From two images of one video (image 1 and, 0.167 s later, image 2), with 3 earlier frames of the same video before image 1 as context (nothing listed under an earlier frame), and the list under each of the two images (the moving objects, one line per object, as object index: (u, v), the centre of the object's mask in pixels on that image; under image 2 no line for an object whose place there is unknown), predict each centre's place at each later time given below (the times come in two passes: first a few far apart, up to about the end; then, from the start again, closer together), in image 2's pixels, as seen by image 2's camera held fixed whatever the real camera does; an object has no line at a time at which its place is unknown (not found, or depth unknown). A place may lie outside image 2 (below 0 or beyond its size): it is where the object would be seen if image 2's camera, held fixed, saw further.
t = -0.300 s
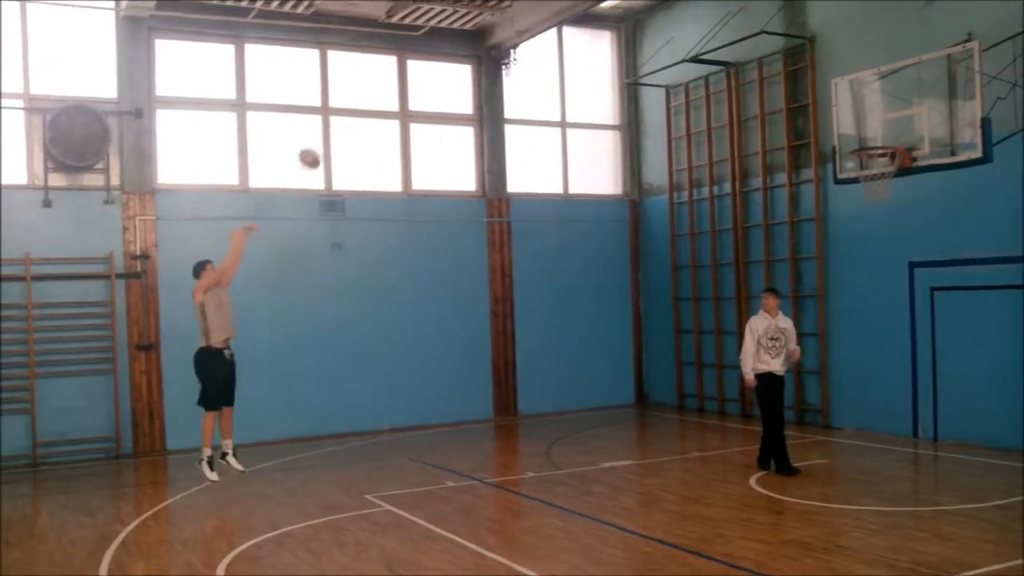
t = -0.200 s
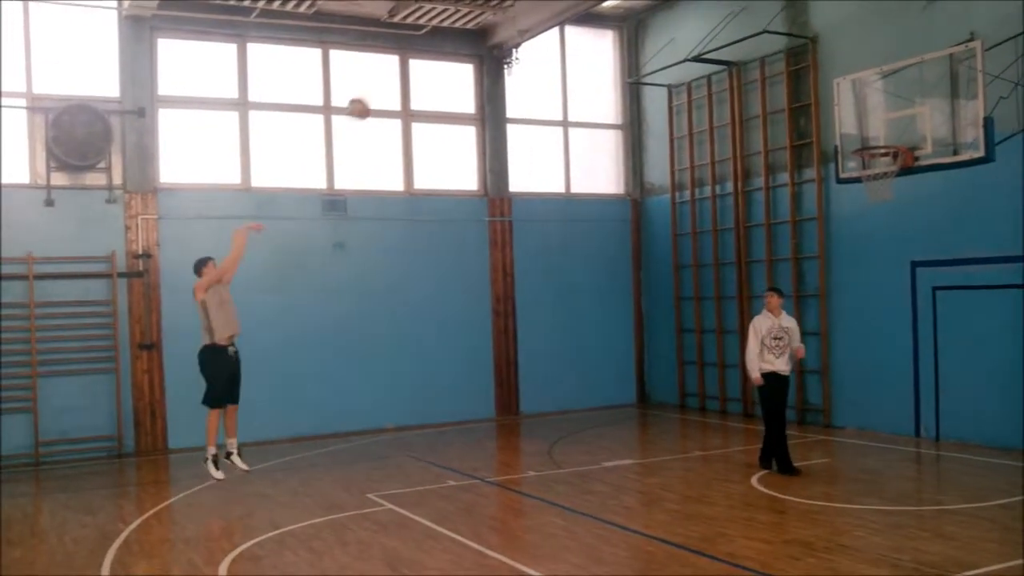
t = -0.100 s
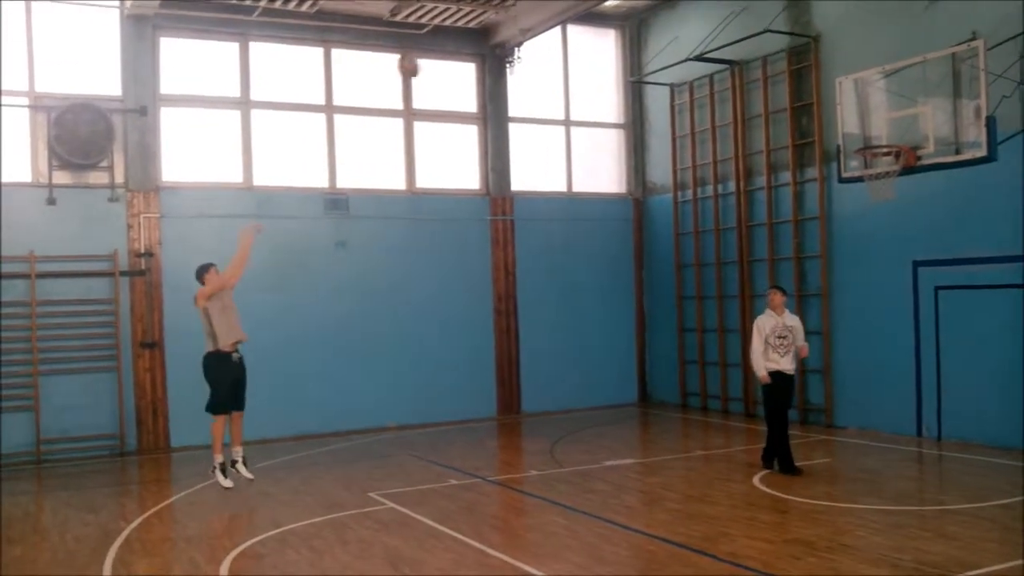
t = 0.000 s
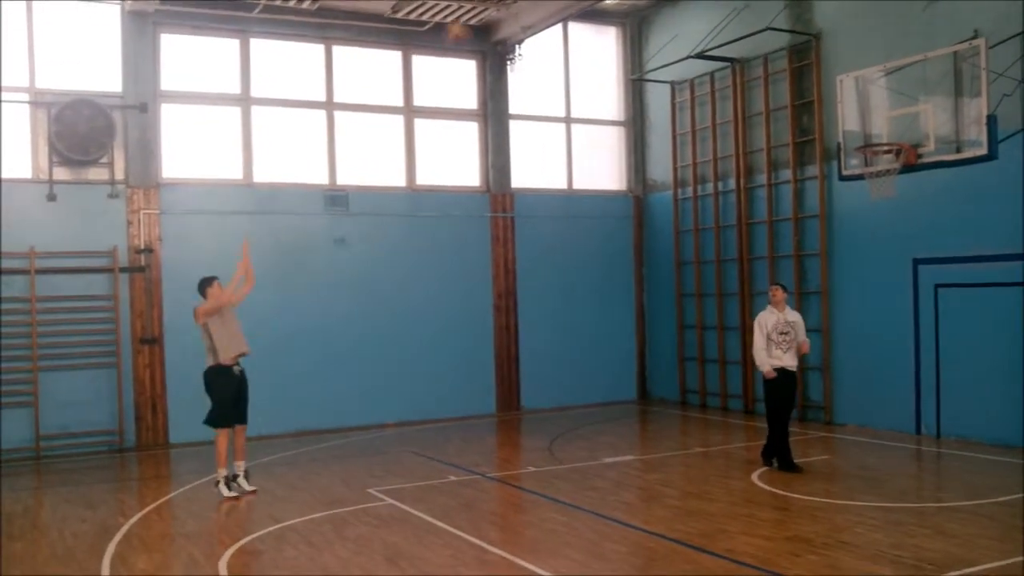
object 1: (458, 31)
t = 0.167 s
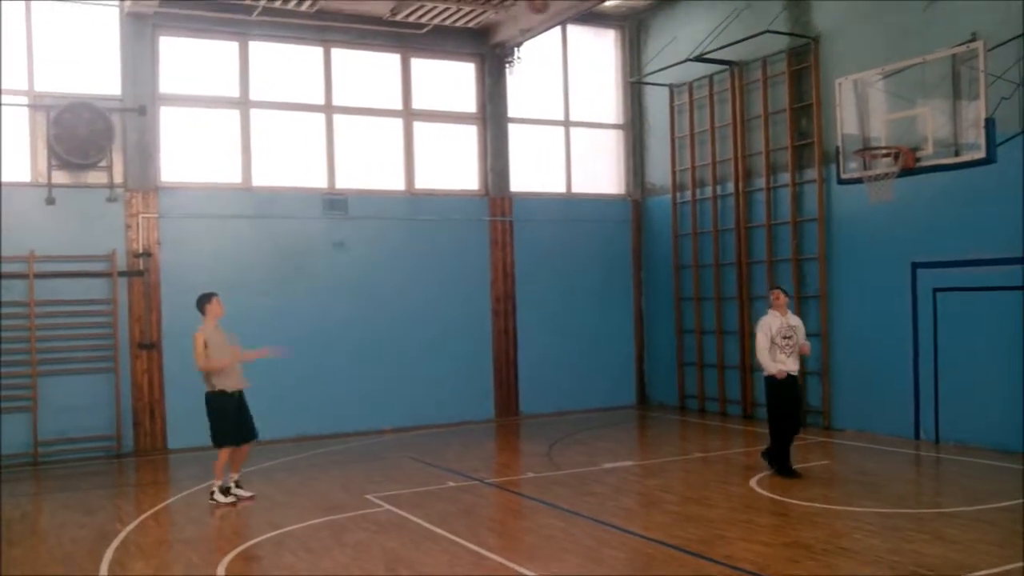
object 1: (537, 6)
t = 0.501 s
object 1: (706, 16)
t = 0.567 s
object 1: (739, 32)
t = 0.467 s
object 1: (689, 11)
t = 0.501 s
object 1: (706, 16)
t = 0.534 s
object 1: (722, 23)
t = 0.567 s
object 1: (739, 32)
